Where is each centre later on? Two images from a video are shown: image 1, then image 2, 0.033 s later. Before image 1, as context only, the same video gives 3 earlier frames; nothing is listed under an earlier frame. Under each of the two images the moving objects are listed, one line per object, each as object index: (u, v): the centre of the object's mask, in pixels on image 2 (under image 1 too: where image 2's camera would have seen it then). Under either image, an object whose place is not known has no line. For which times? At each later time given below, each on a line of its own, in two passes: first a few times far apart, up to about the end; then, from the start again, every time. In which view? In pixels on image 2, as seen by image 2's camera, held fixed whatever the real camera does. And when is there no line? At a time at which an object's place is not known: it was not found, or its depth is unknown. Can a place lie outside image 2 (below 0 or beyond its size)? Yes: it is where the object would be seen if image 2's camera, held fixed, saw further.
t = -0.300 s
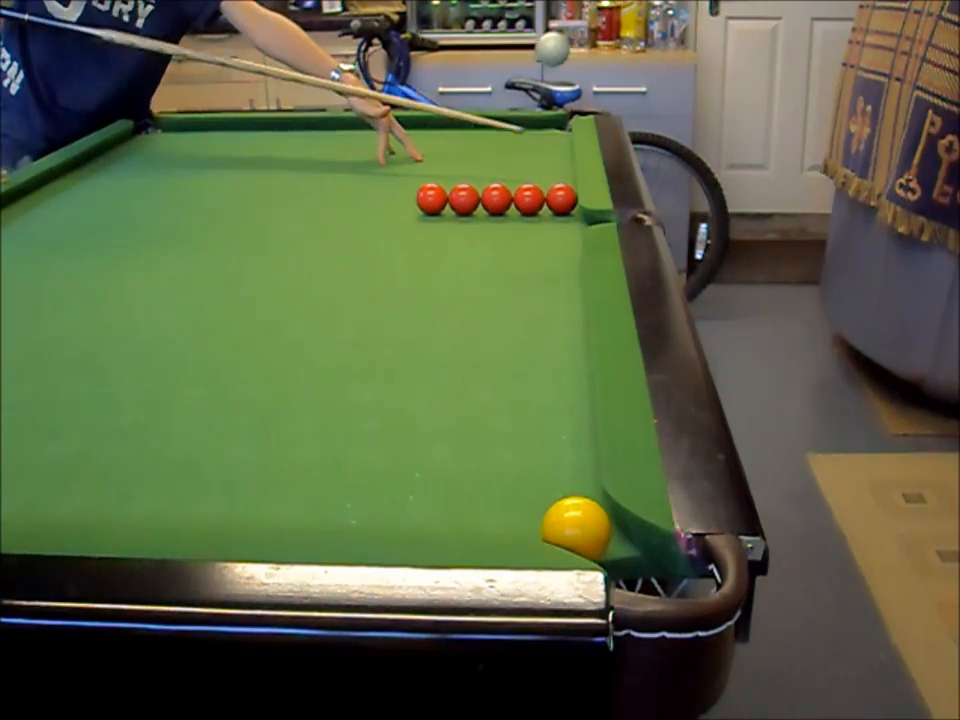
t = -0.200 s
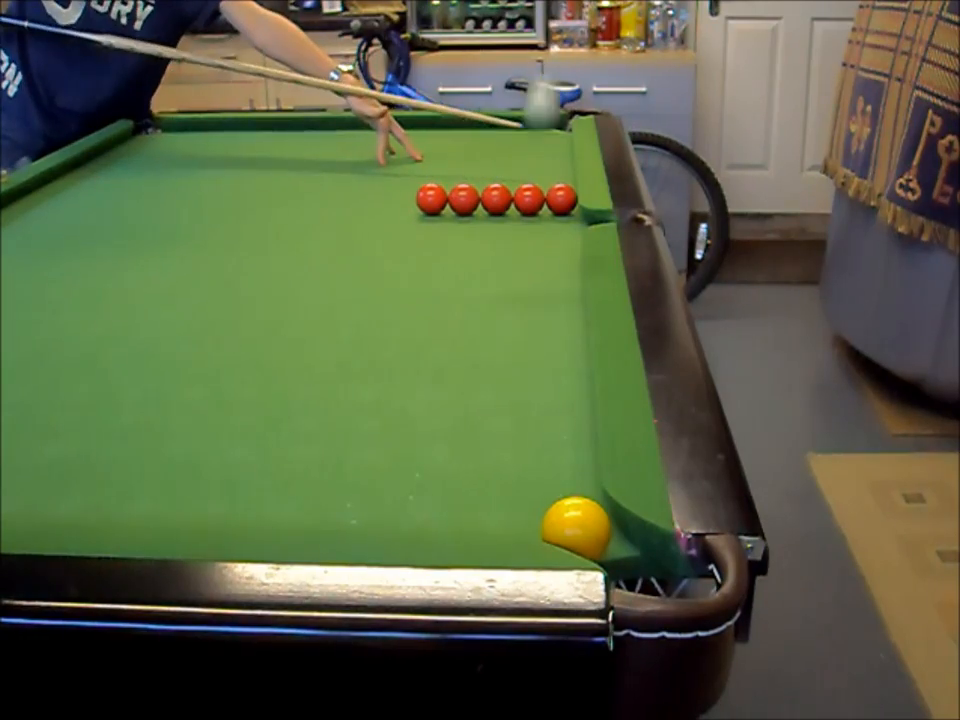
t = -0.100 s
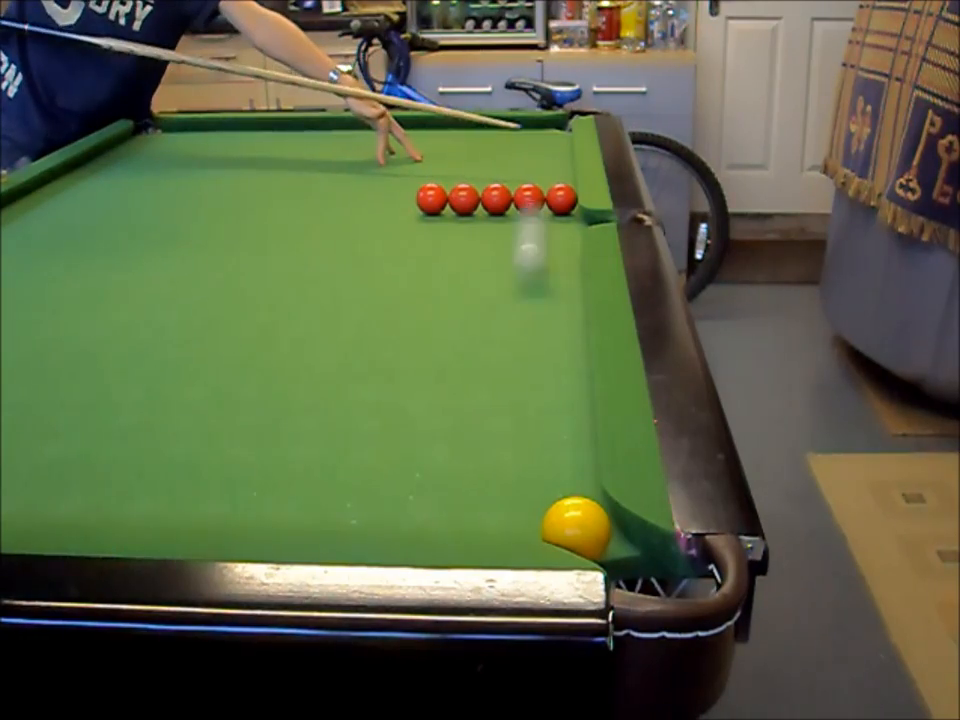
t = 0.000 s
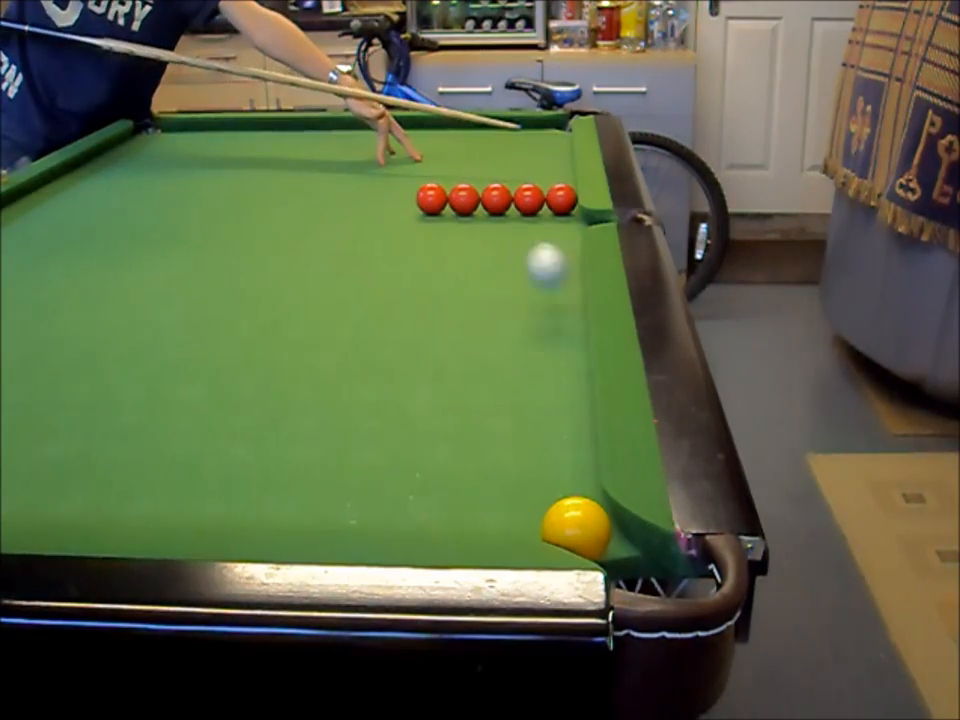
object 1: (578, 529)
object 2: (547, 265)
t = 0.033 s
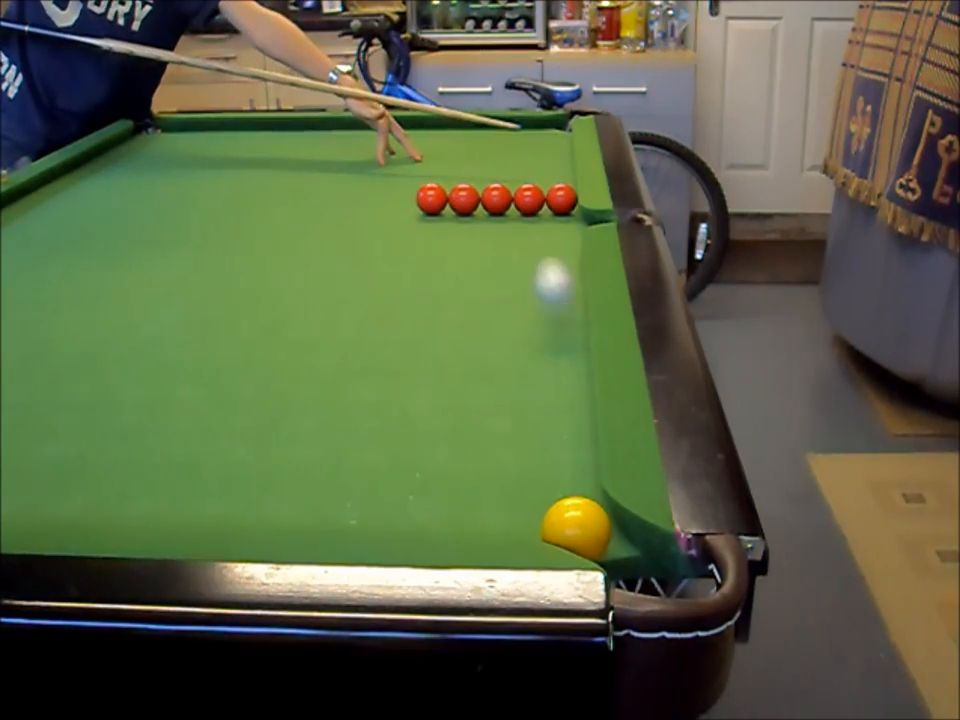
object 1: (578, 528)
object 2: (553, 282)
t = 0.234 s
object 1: (578, 530)
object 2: (517, 396)
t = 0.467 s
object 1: (628, 556)
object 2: (484, 513)
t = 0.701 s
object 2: (372, 466)
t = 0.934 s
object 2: (288, 426)
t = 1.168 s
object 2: (223, 393)
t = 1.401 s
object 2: (173, 367)
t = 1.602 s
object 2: (140, 347)
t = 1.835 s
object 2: (110, 327)
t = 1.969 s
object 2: (96, 318)
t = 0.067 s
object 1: (578, 528)
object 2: (562, 315)
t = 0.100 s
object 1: (578, 528)
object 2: (560, 328)
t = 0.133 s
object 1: (578, 529)
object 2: (547, 344)
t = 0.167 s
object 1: (578, 530)
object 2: (535, 362)
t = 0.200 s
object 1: (578, 529)
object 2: (525, 380)
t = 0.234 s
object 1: (578, 530)
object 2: (517, 396)
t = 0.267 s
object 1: (578, 529)
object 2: (512, 415)
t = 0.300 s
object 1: (578, 529)
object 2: (510, 435)
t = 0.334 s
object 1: (578, 530)
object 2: (512, 455)
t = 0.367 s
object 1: (578, 529)
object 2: (516, 476)
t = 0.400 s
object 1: (578, 530)
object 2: (519, 498)
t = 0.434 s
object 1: (598, 536)
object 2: (509, 510)
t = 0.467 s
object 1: (628, 556)
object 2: (484, 513)
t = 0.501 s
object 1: (650, 575)
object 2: (465, 506)
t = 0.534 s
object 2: (447, 501)
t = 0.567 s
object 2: (431, 496)
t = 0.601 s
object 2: (415, 488)
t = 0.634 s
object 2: (399, 480)
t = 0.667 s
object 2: (385, 473)
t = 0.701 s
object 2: (372, 466)
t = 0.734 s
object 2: (358, 460)
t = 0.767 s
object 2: (346, 454)
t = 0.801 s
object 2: (333, 448)
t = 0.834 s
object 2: (321, 443)
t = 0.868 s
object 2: (310, 437)
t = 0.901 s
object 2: (299, 432)
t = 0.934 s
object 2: (288, 426)
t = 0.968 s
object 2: (277, 421)
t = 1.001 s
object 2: (267, 416)
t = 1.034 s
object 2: (258, 412)
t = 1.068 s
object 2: (249, 407)
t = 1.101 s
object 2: (240, 402)
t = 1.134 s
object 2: (231, 398)
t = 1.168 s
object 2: (223, 393)
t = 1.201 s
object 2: (215, 389)
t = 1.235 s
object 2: (207, 385)
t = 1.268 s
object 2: (200, 382)
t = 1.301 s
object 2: (193, 378)
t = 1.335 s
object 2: (186, 374)
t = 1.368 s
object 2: (180, 370)
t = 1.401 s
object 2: (173, 367)
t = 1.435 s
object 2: (167, 363)
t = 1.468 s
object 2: (161, 360)
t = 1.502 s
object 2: (155, 356)
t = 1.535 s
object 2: (150, 353)
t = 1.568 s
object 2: (145, 350)
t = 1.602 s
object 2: (140, 347)
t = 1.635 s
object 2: (135, 344)
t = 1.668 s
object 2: (130, 341)
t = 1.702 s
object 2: (126, 338)
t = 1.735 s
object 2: (122, 335)
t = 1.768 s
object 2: (117, 333)
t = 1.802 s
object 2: (113, 330)
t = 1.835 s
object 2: (110, 327)
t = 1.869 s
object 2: (106, 325)
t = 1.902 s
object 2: (102, 322)
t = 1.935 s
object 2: (99, 320)
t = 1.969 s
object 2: (96, 318)
